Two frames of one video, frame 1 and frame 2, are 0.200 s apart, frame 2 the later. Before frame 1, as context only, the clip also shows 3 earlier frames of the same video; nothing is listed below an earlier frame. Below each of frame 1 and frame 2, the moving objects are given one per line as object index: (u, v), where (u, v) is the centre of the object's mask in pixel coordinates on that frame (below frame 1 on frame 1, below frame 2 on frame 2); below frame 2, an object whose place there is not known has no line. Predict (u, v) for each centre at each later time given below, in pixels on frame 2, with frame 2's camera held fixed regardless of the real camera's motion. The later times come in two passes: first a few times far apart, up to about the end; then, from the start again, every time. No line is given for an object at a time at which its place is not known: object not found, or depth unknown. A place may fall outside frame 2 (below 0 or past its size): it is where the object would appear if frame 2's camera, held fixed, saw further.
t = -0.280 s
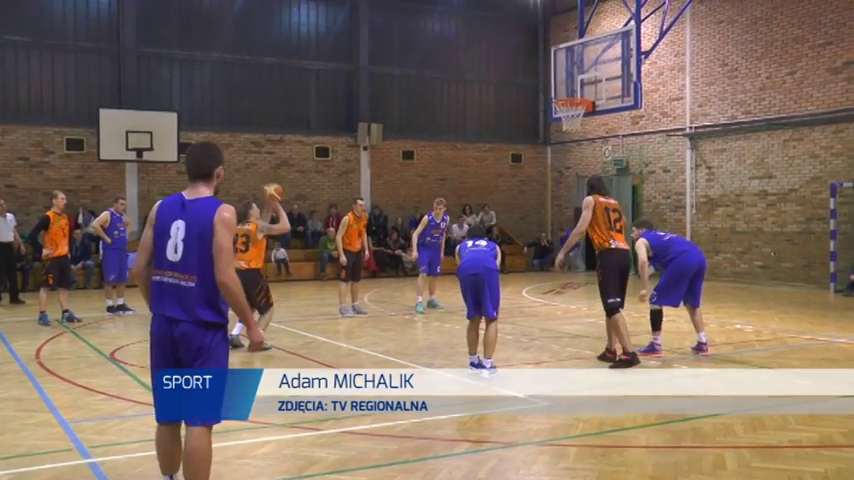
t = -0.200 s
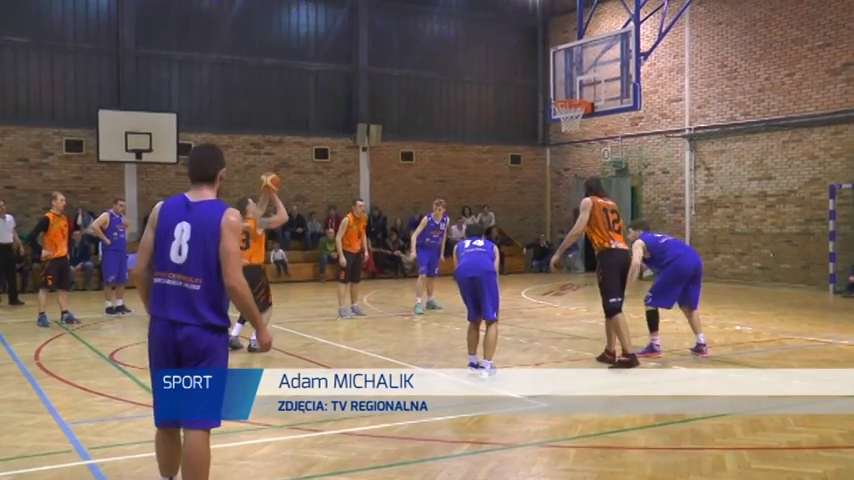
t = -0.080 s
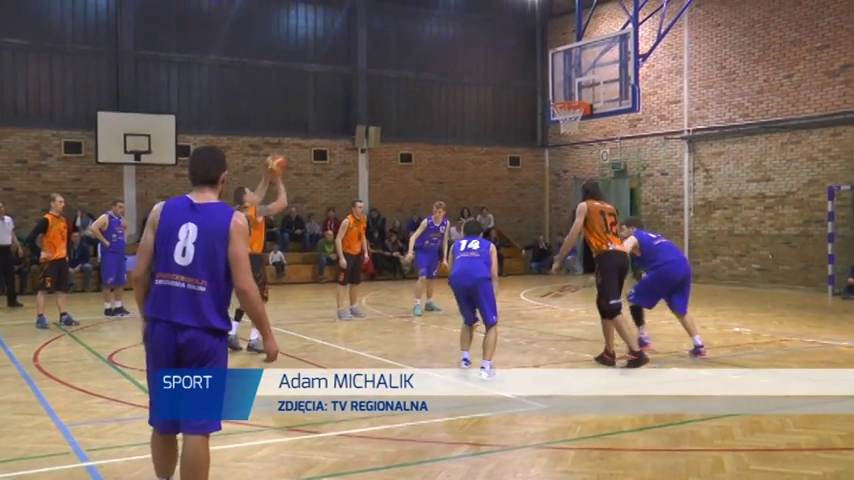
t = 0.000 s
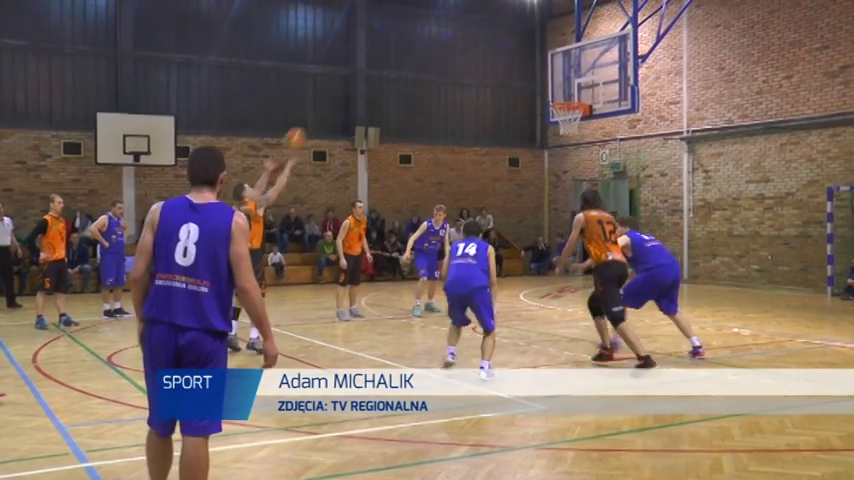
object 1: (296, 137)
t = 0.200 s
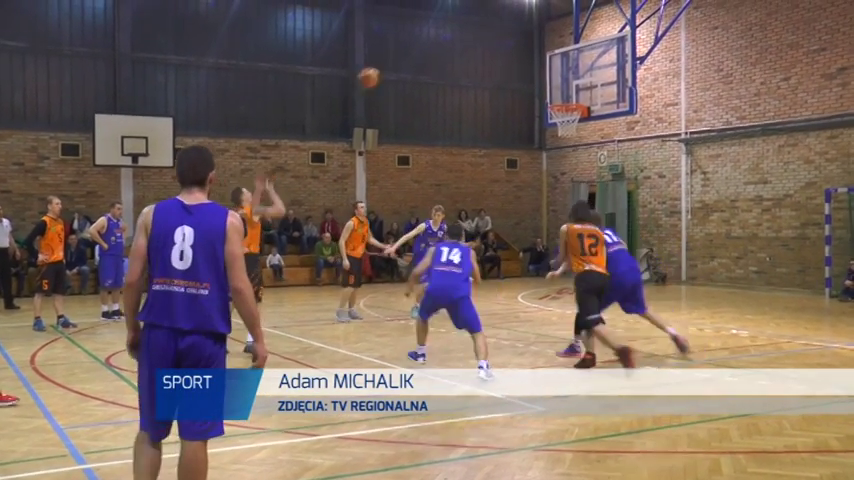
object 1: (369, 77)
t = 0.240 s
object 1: (383, 69)
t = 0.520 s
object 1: (475, 49)
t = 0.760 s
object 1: (545, 77)
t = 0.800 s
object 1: (557, 86)
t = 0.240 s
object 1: (383, 69)
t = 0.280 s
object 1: (396, 62)
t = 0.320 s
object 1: (410, 57)
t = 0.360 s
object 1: (423, 53)
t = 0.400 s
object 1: (437, 49)
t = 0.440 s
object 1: (450, 48)
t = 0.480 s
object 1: (463, 48)
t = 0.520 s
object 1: (475, 49)
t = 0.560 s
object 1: (487, 51)
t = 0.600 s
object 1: (499, 54)
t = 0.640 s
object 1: (511, 58)
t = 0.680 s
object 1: (522, 63)
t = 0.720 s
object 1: (534, 69)
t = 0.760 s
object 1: (545, 77)
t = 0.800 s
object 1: (557, 86)
